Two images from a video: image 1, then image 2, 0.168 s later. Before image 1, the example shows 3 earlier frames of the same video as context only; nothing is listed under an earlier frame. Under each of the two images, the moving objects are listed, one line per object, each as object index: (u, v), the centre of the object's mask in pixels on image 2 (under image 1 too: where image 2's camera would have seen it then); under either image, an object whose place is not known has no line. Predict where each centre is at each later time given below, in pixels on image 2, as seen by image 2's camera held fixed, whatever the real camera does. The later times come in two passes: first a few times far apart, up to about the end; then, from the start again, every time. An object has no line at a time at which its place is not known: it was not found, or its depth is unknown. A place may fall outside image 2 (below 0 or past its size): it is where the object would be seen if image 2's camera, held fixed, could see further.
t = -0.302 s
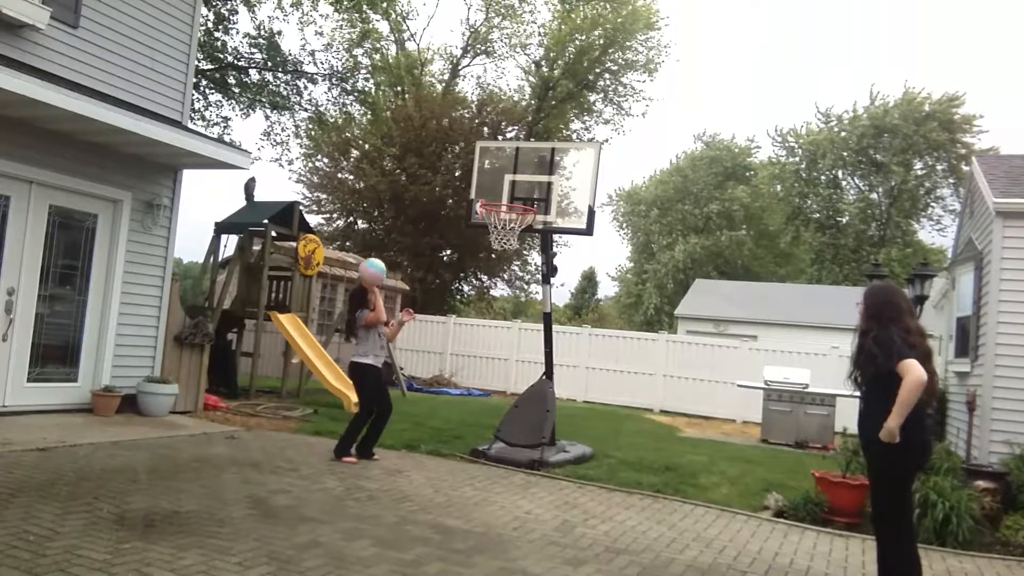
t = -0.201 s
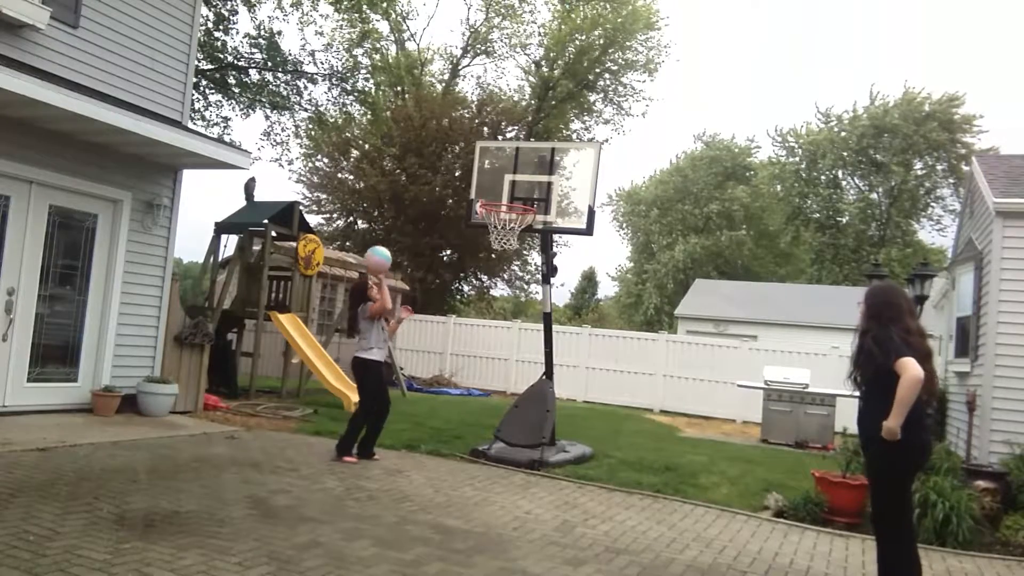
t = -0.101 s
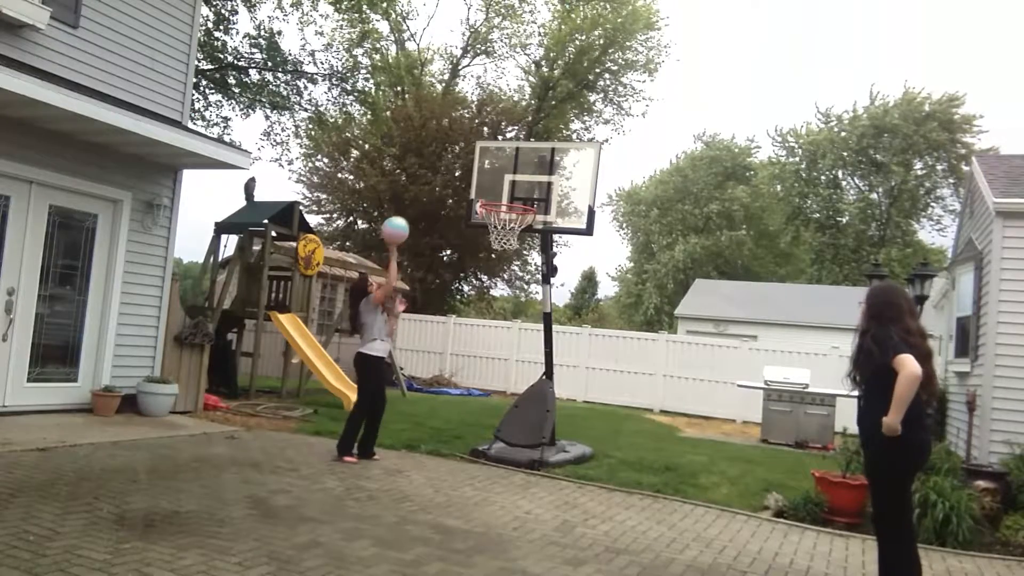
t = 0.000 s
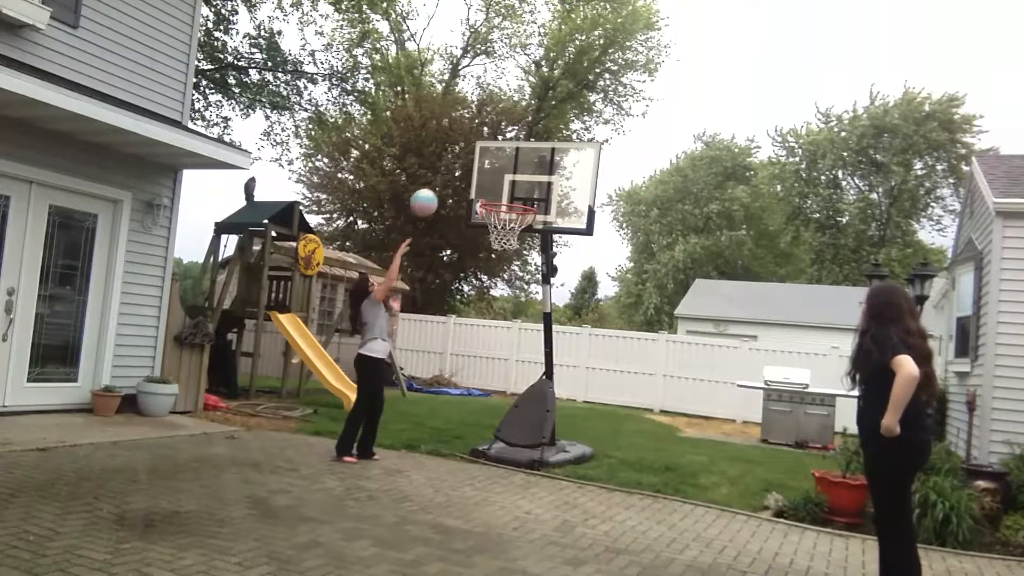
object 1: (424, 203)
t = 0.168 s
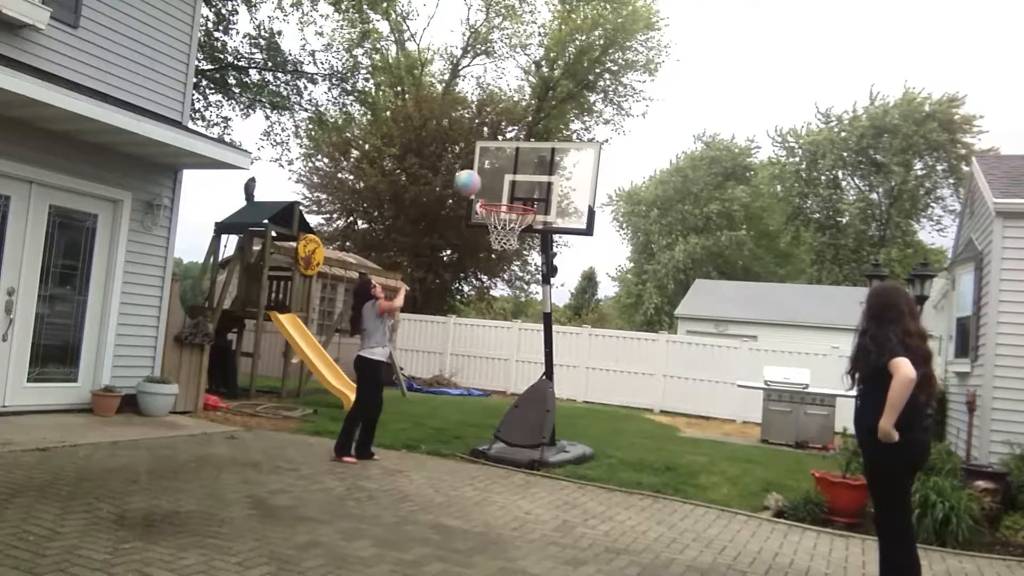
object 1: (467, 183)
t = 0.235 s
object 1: (483, 184)
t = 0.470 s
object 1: (517, 220)
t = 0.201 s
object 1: (475, 183)
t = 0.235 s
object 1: (483, 184)
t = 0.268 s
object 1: (491, 184)
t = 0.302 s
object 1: (498, 188)
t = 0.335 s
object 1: (505, 192)
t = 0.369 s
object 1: (512, 196)
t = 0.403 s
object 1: (518, 207)
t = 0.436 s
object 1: (523, 213)
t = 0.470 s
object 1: (517, 220)
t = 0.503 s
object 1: (510, 227)
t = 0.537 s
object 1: (504, 234)
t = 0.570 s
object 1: (499, 241)
